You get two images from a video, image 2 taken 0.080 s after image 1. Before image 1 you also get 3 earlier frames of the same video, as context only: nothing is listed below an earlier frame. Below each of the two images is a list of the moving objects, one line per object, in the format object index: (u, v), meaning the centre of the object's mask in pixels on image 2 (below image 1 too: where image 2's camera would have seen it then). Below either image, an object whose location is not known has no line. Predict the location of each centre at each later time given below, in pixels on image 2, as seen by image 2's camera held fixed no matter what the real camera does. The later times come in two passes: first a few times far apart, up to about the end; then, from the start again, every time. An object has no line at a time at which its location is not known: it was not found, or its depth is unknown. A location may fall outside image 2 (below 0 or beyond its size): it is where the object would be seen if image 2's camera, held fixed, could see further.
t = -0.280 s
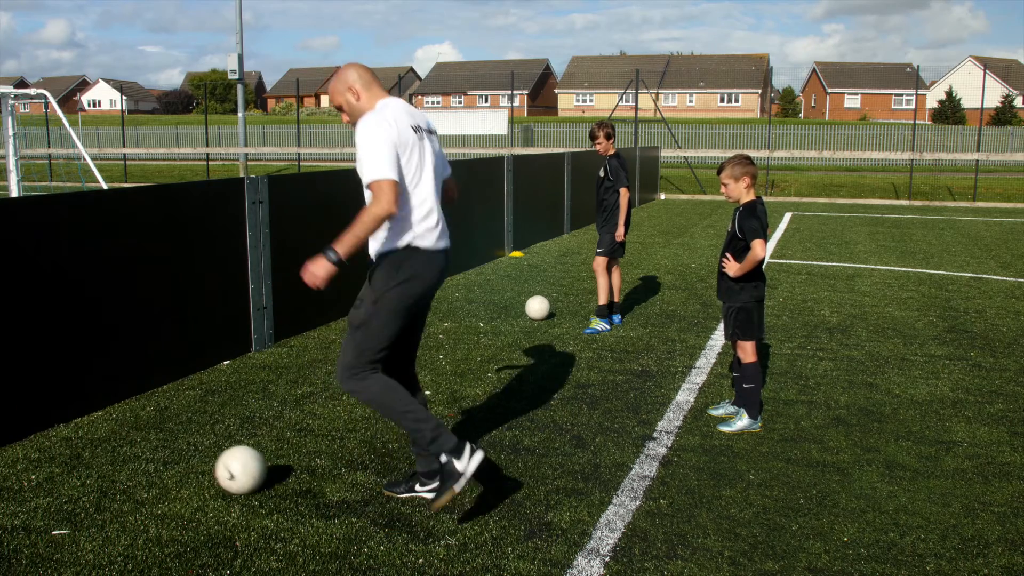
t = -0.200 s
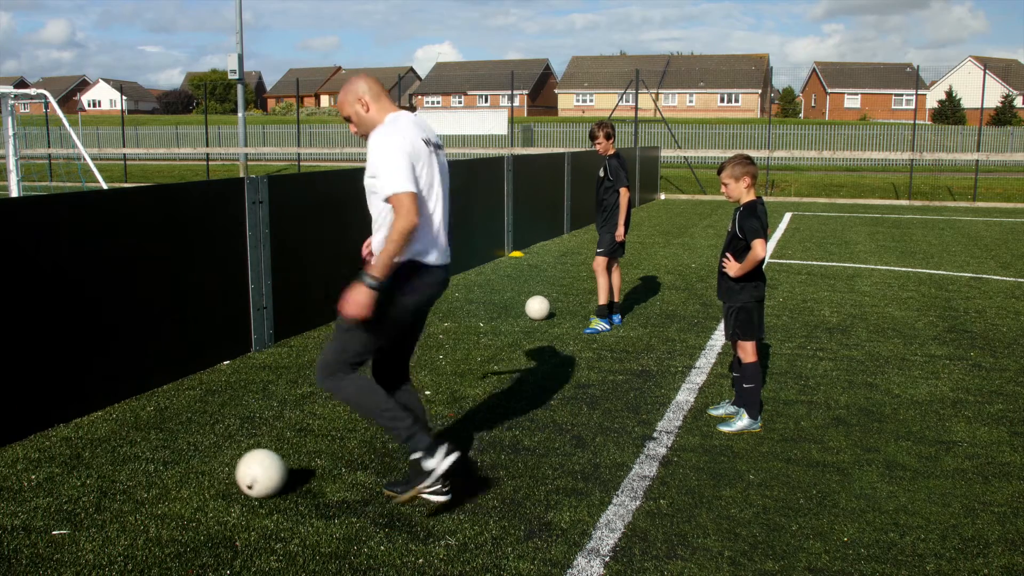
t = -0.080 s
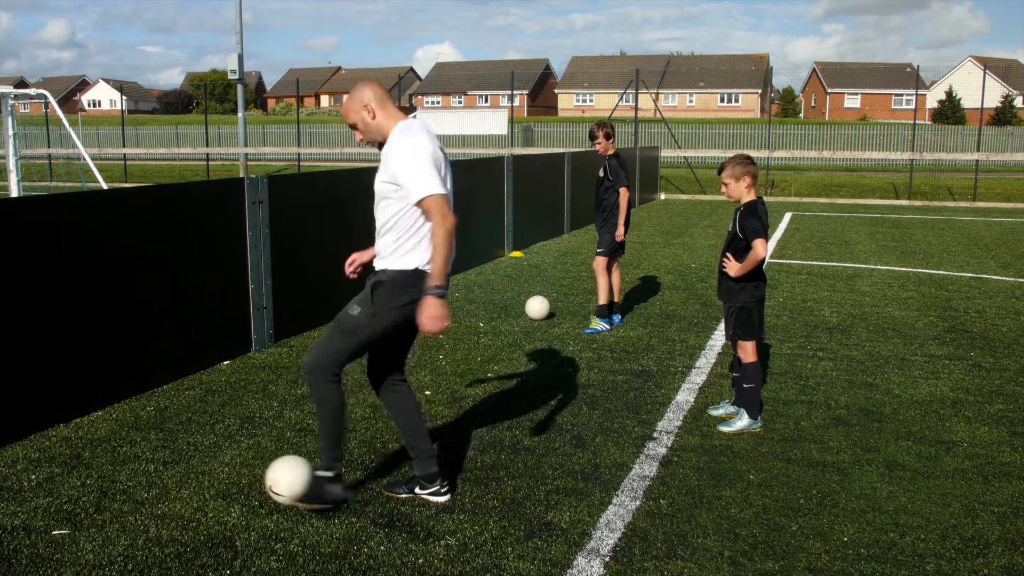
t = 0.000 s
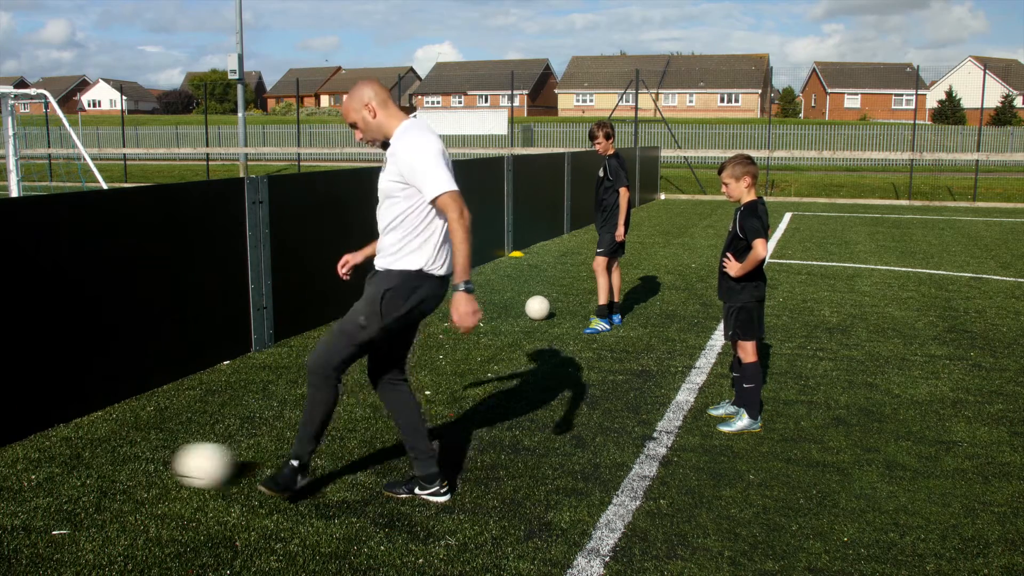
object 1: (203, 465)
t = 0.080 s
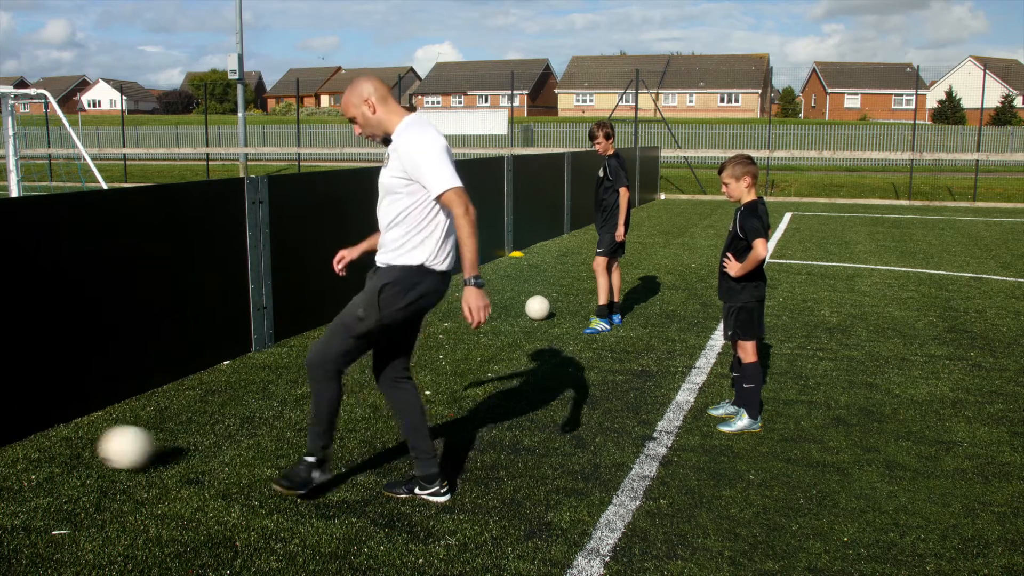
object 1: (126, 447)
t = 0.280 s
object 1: (24, 423)
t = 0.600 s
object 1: (170, 445)
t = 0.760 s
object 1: (211, 459)
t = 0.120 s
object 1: (91, 442)
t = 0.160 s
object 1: (58, 441)
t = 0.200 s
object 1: (32, 434)
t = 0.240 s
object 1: (16, 428)
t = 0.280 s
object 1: (24, 423)
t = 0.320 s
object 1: (44, 421)
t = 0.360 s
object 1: (64, 422)
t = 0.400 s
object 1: (86, 427)
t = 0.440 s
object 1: (109, 435)
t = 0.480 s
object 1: (134, 446)
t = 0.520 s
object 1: (151, 450)
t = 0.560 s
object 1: (160, 446)
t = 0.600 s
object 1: (170, 445)
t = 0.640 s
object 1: (180, 447)
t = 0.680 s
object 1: (190, 452)
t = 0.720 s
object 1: (201, 460)
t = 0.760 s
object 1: (211, 459)
